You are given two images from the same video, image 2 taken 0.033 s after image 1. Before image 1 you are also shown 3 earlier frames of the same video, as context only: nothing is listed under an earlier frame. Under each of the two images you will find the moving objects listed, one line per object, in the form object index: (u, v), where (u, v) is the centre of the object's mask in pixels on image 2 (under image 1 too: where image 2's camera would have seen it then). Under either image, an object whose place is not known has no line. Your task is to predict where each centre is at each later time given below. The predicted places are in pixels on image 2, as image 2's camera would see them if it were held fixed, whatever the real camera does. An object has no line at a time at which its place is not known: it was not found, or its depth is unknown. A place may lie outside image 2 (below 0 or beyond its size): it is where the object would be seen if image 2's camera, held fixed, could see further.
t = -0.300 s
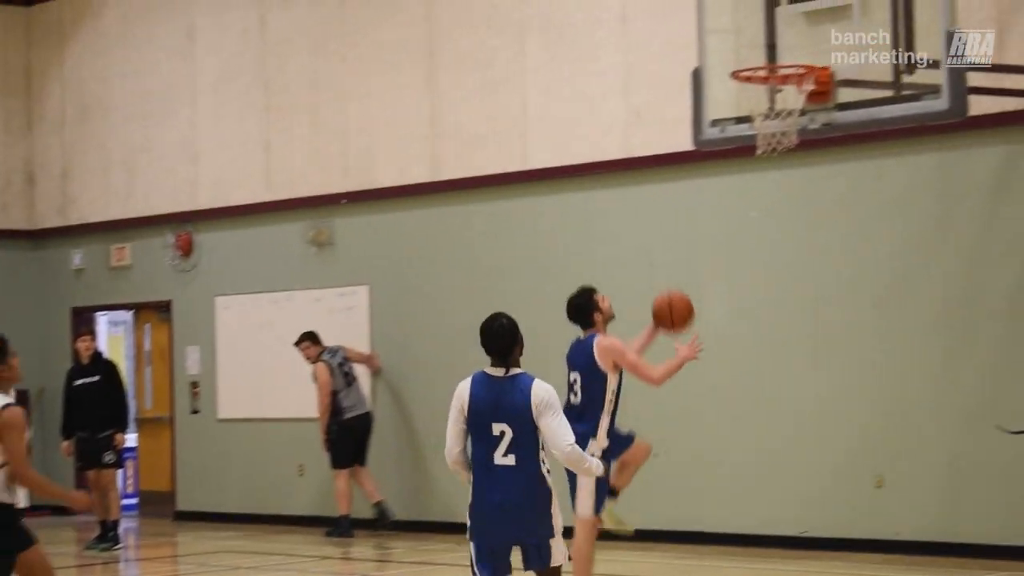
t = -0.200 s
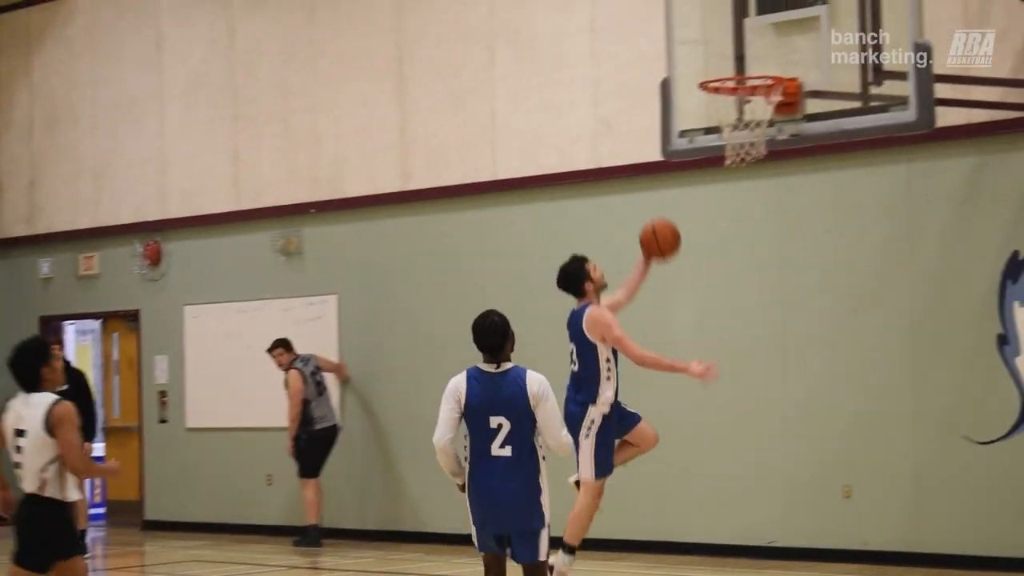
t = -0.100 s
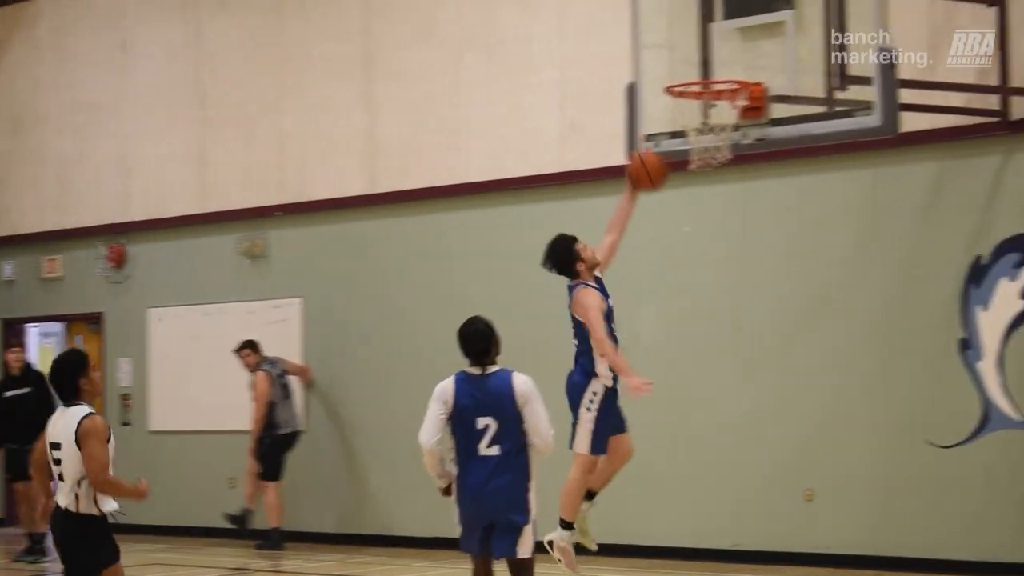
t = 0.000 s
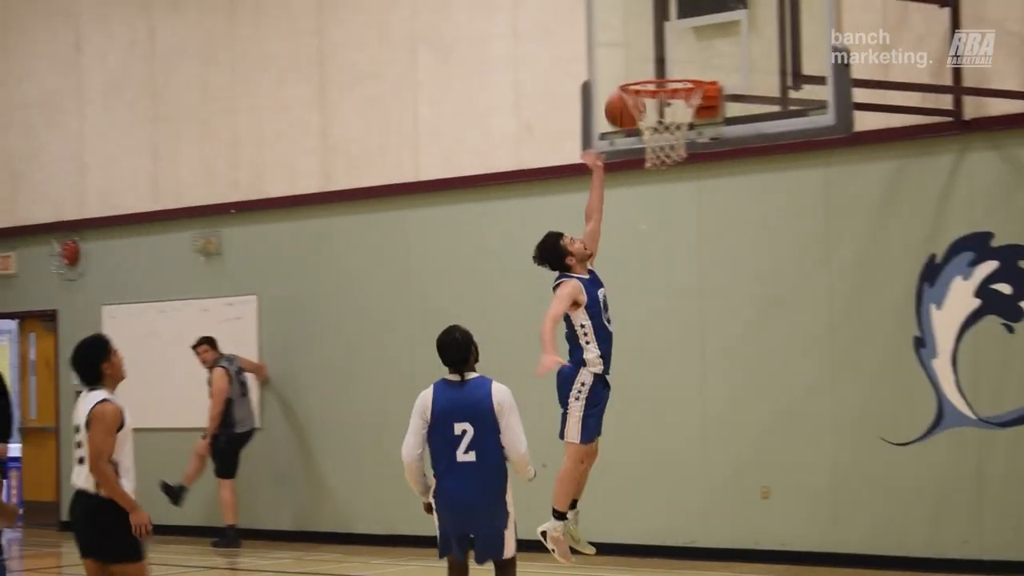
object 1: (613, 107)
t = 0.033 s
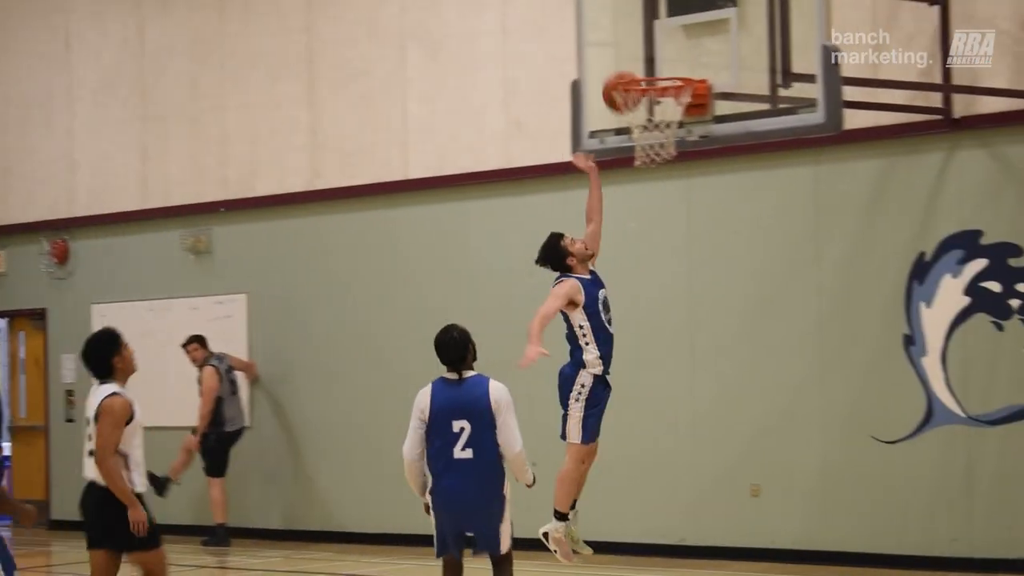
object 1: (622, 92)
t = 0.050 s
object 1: (625, 84)
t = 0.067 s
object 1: (629, 70)
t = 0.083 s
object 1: (635, 66)
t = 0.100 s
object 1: (640, 63)
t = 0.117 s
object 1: (644, 60)
